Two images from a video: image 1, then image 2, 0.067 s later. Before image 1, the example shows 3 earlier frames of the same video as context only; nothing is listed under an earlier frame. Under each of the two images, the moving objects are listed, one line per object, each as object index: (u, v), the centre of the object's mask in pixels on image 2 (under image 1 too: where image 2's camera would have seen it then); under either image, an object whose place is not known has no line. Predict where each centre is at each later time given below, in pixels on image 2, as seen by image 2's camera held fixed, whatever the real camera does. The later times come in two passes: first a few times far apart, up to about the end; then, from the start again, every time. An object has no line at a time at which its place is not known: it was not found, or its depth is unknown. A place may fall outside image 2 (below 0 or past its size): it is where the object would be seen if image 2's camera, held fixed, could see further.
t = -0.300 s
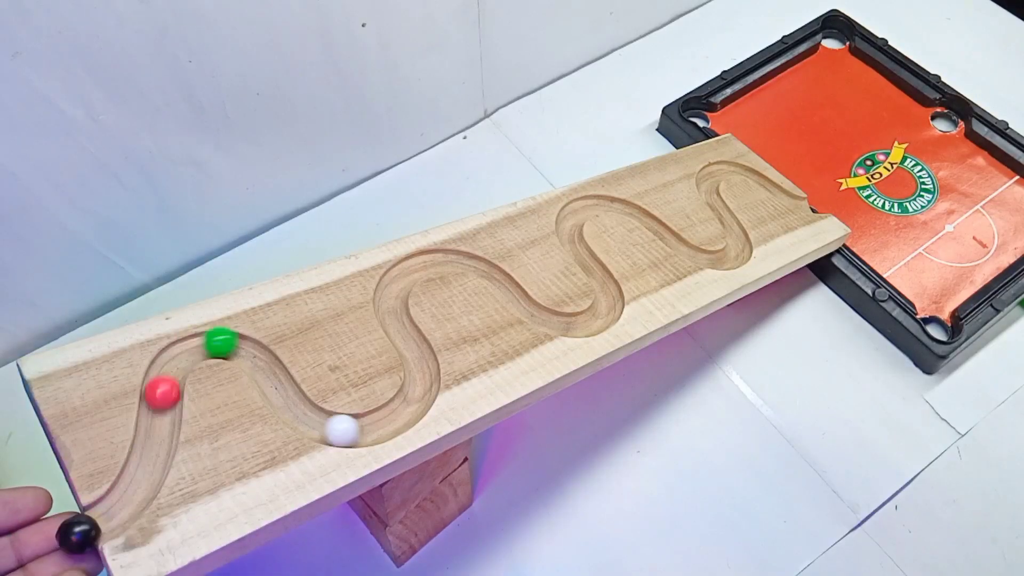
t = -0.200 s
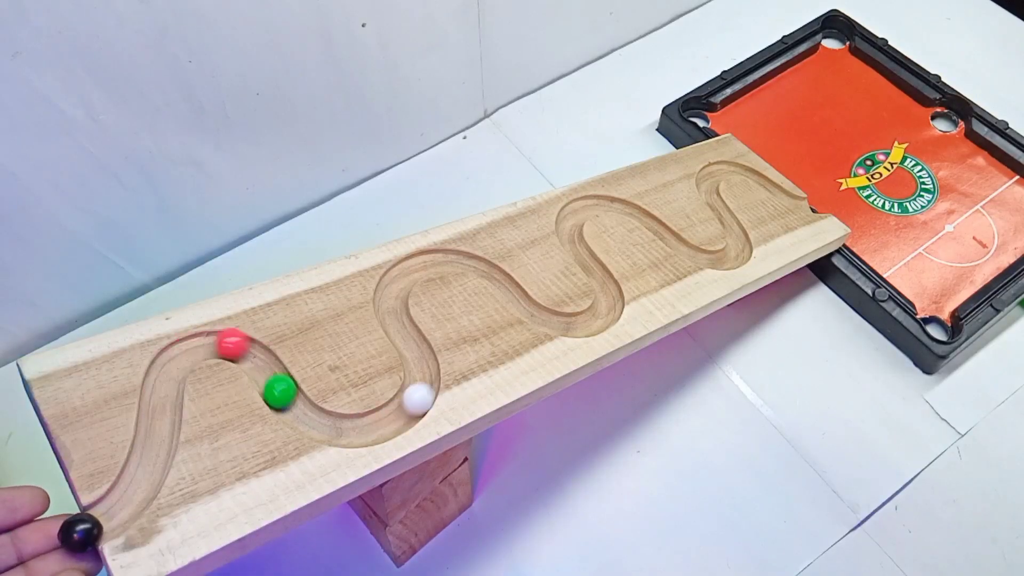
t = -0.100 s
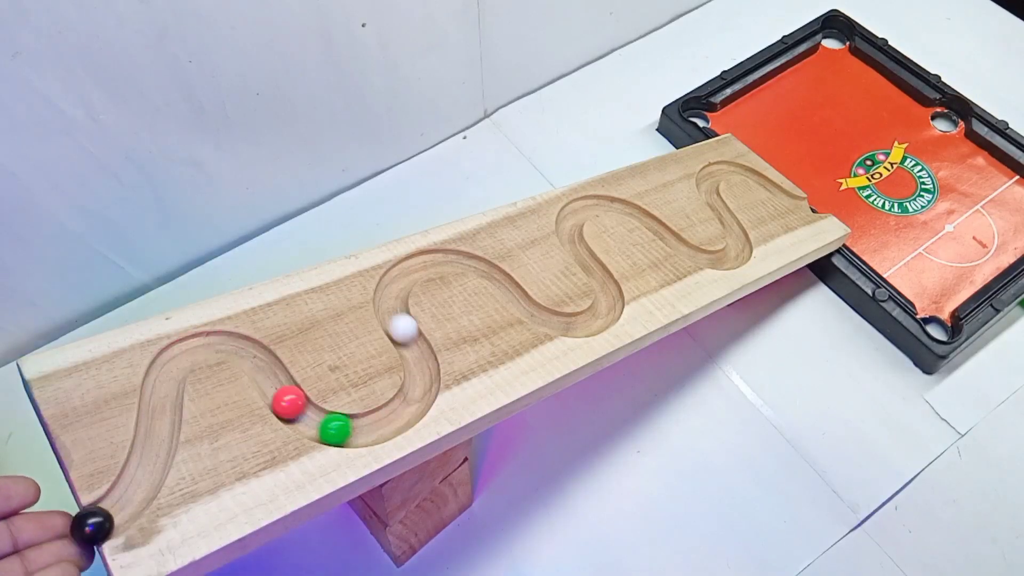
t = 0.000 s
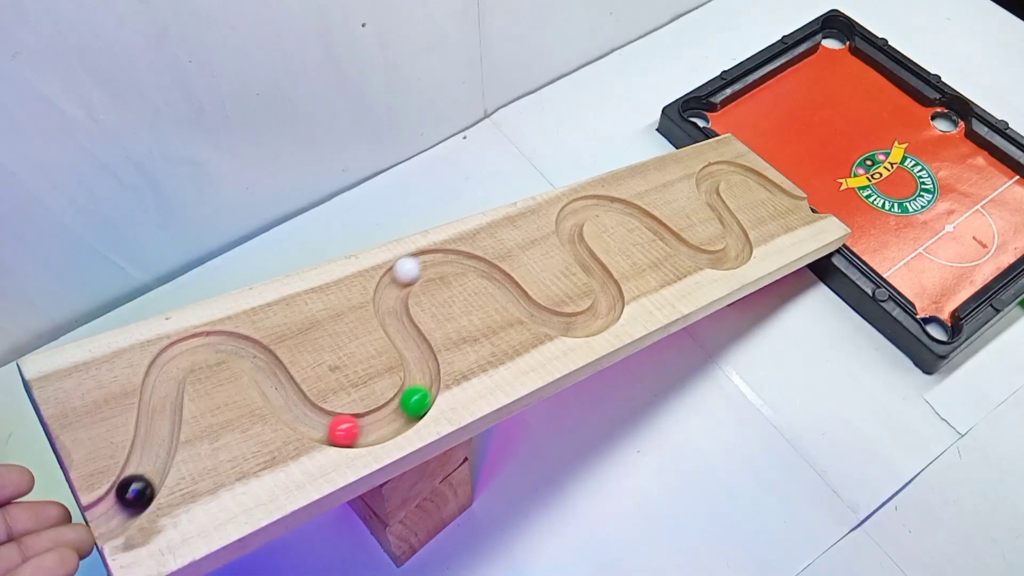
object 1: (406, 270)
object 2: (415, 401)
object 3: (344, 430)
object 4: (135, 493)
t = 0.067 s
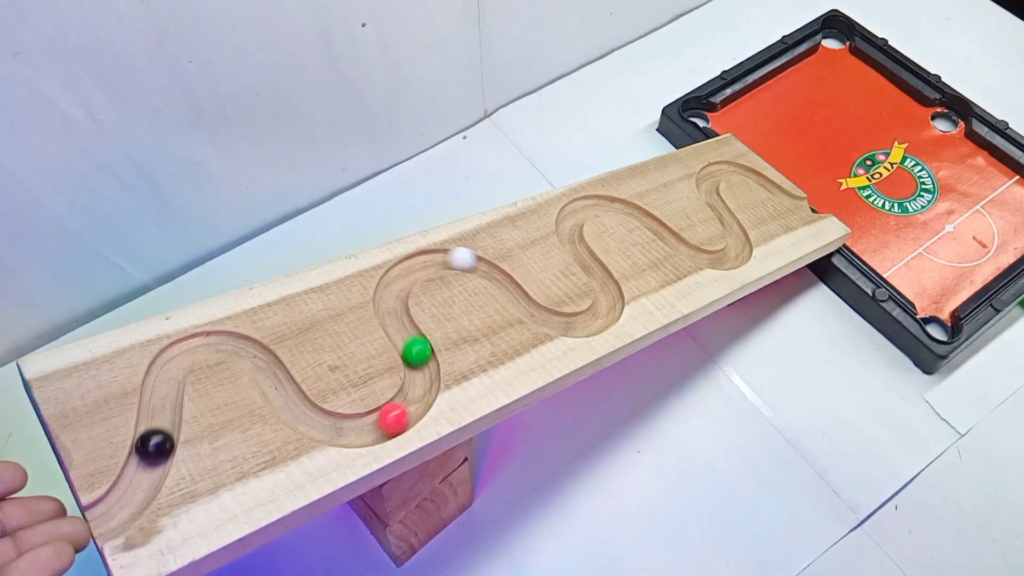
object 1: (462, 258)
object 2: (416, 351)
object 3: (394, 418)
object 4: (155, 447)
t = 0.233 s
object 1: (577, 325)
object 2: (436, 257)
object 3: (396, 319)
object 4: (222, 340)
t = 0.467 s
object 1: (569, 221)
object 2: (591, 322)
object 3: (511, 287)
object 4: (404, 413)
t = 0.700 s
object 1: (705, 256)
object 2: (575, 212)
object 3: (612, 288)
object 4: (433, 259)
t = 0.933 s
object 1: (706, 180)
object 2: (714, 259)
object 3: (600, 202)
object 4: (583, 324)
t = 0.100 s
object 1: (490, 270)
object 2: (402, 326)
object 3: (416, 401)
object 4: (160, 422)
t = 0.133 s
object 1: (512, 290)
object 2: (389, 304)
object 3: (427, 378)
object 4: (163, 396)
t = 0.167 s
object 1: (530, 309)
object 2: (394, 284)
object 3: (424, 359)
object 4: (168, 370)
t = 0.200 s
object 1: (554, 321)
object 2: (410, 266)
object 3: (410, 339)
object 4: (189, 347)
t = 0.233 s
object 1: (577, 325)
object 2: (436, 257)
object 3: (396, 319)
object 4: (222, 340)
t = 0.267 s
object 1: (597, 319)
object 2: (466, 260)
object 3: (389, 300)
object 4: (254, 354)
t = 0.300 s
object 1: (611, 305)
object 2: (494, 271)
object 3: (394, 280)
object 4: (273, 381)
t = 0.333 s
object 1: (610, 288)
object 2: (512, 291)
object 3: (413, 267)
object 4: (290, 406)
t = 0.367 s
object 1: (598, 267)
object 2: (529, 309)
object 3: (437, 259)
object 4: (311, 423)
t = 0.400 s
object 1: (581, 252)
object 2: (550, 320)
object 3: (467, 259)
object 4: (340, 430)
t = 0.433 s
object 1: (569, 235)
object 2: (574, 325)
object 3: (494, 271)
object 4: (374, 429)
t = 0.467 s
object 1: (569, 221)
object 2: (591, 322)
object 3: (511, 287)
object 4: (404, 413)
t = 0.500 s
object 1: (578, 210)
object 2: (609, 310)
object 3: (523, 301)
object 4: (422, 387)
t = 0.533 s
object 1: (598, 202)
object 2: (613, 290)
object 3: (536, 314)
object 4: (421, 360)
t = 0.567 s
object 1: (622, 204)
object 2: (600, 273)
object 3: (555, 321)
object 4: (406, 334)
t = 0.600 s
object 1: (647, 216)
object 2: (583, 256)
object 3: (575, 324)
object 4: (389, 309)
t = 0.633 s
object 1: (666, 232)
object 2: (571, 240)
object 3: (596, 320)
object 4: (391, 288)
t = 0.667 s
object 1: (685, 247)
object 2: (568, 225)
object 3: (610, 307)
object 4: (408, 271)
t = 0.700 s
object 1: (705, 256)
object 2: (575, 212)
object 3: (612, 288)
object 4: (433, 259)
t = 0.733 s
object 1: (725, 259)
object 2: (592, 201)
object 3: (599, 273)
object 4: (464, 259)
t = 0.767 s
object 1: (739, 253)
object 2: (616, 201)
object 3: (588, 258)
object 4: (492, 271)
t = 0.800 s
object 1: (742, 240)
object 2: (640, 213)
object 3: (575, 245)
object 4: (509, 291)
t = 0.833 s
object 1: (734, 222)
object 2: (660, 226)
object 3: (569, 232)
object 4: (524, 307)
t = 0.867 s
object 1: (720, 207)
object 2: (677, 242)
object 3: (569, 219)
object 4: (541, 318)
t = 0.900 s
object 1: (709, 193)
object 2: (694, 253)
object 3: (580, 208)
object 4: (562, 324)
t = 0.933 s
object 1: (706, 180)
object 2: (714, 259)
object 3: (600, 202)
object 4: (583, 324)
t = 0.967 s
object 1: (713, 171)
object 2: (731, 258)
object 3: (626, 205)
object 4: (603, 316)
